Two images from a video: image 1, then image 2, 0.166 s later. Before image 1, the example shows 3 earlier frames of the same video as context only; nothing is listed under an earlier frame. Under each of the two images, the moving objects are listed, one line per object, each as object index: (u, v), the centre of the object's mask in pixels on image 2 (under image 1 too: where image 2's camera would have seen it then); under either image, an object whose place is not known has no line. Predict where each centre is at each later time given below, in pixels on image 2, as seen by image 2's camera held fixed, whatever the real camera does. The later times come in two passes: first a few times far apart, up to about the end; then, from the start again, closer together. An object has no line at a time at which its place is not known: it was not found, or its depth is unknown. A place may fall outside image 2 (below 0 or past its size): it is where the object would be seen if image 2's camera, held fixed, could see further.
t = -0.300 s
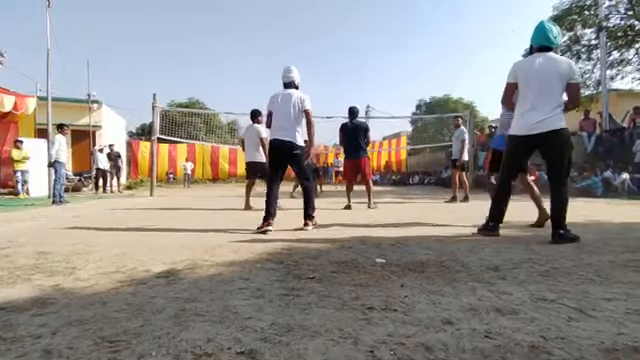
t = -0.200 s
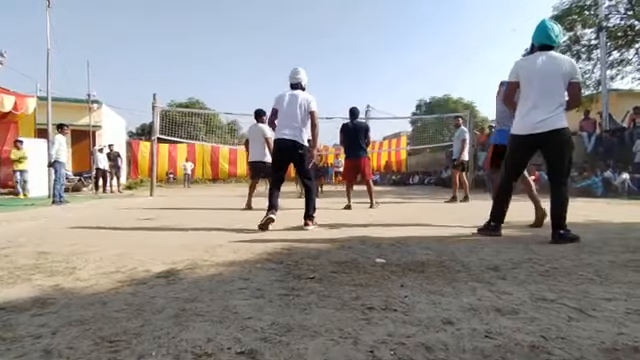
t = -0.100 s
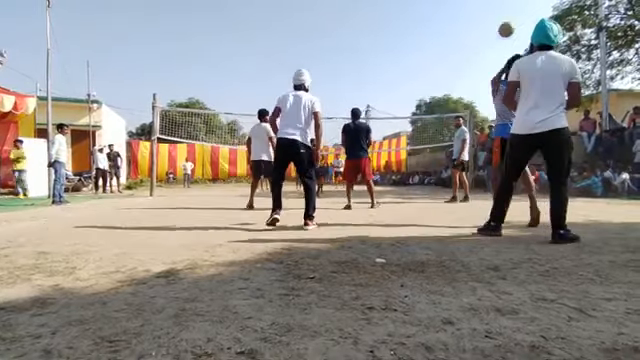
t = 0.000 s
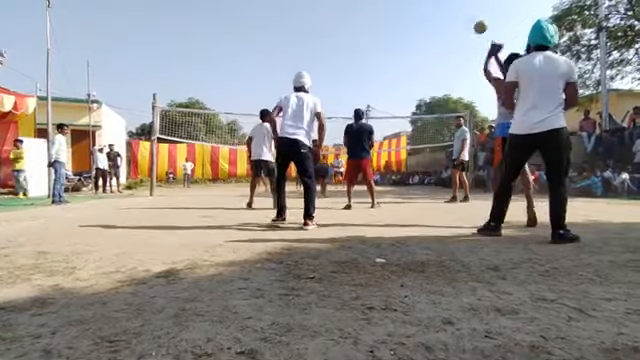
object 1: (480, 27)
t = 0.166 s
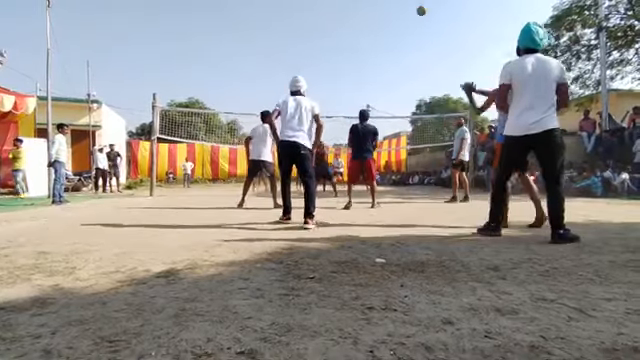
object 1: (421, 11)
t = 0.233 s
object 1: (405, 10)
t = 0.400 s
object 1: (378, 19)
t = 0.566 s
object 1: (360, 34)
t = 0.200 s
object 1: (413, 10)
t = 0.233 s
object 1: (405, 10)
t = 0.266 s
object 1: (399, 11)
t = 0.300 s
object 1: (392, 12)
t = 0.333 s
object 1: (387, 14)
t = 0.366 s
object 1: (383, 17)
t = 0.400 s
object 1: (378, 19)
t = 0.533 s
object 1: (364, 30)
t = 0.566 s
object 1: (360, 34)
